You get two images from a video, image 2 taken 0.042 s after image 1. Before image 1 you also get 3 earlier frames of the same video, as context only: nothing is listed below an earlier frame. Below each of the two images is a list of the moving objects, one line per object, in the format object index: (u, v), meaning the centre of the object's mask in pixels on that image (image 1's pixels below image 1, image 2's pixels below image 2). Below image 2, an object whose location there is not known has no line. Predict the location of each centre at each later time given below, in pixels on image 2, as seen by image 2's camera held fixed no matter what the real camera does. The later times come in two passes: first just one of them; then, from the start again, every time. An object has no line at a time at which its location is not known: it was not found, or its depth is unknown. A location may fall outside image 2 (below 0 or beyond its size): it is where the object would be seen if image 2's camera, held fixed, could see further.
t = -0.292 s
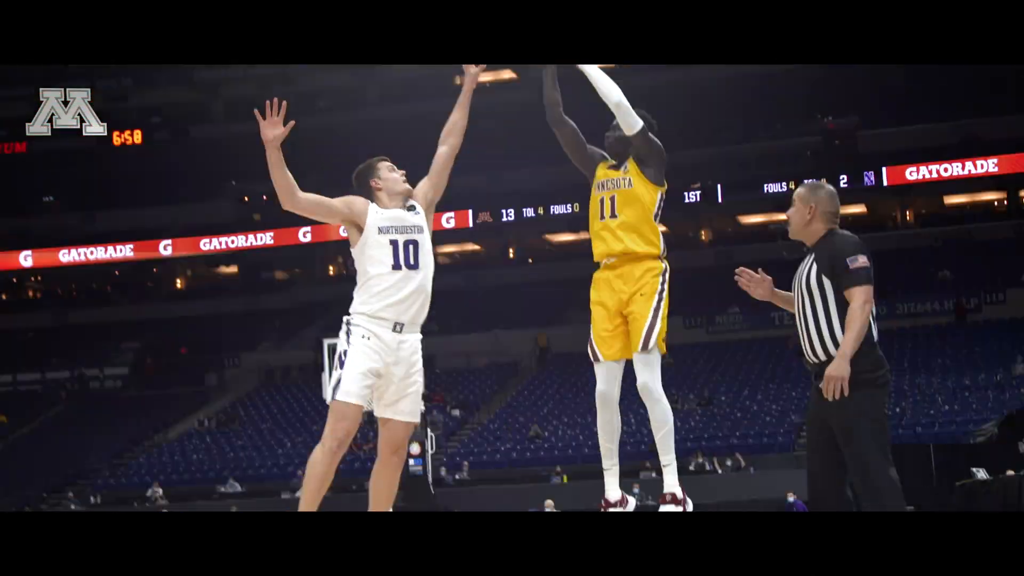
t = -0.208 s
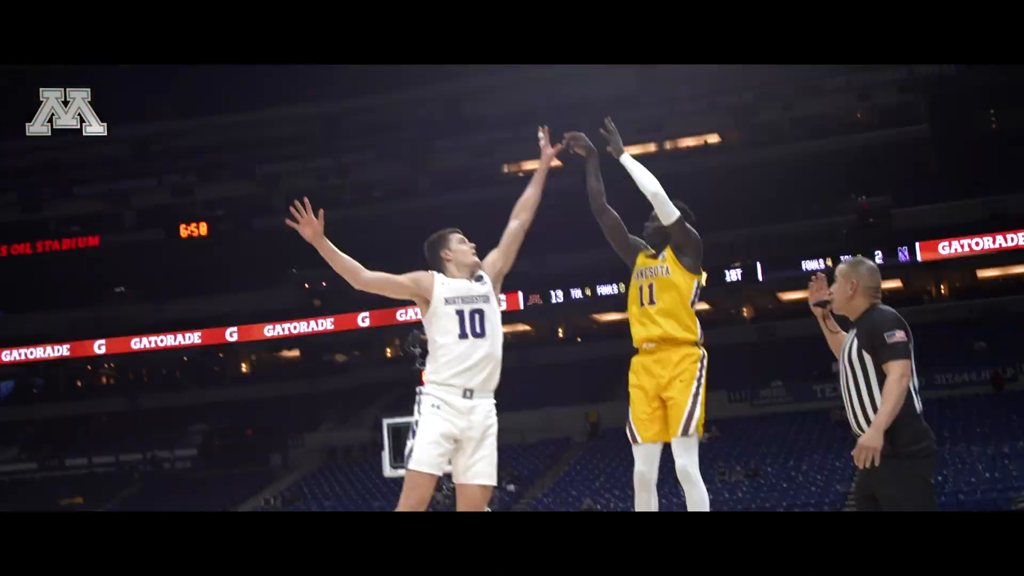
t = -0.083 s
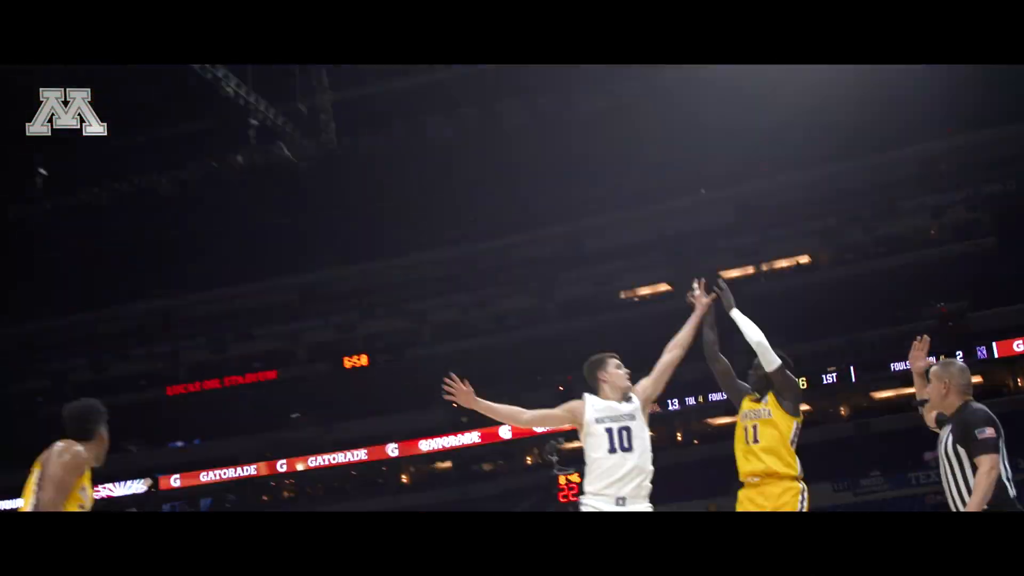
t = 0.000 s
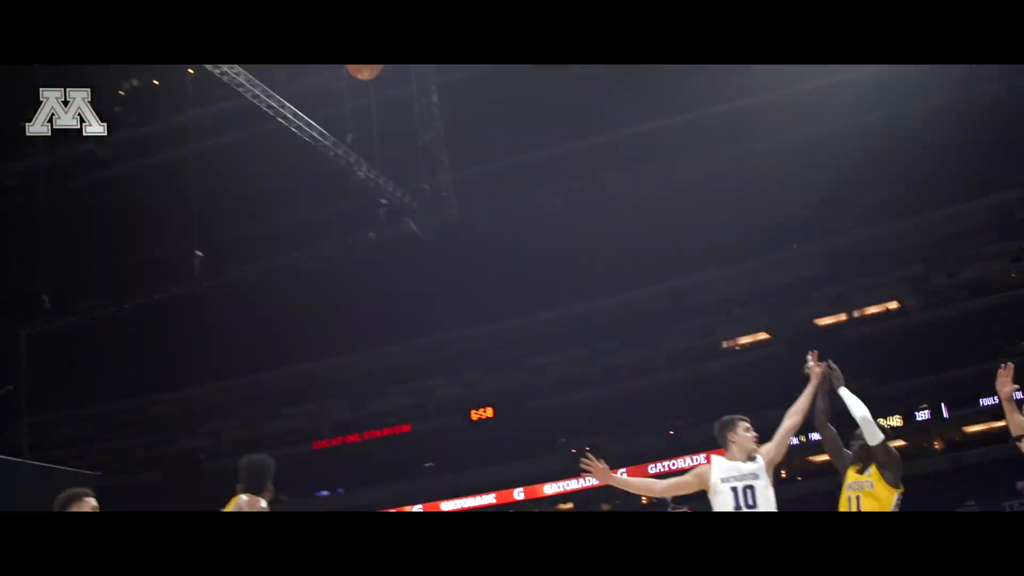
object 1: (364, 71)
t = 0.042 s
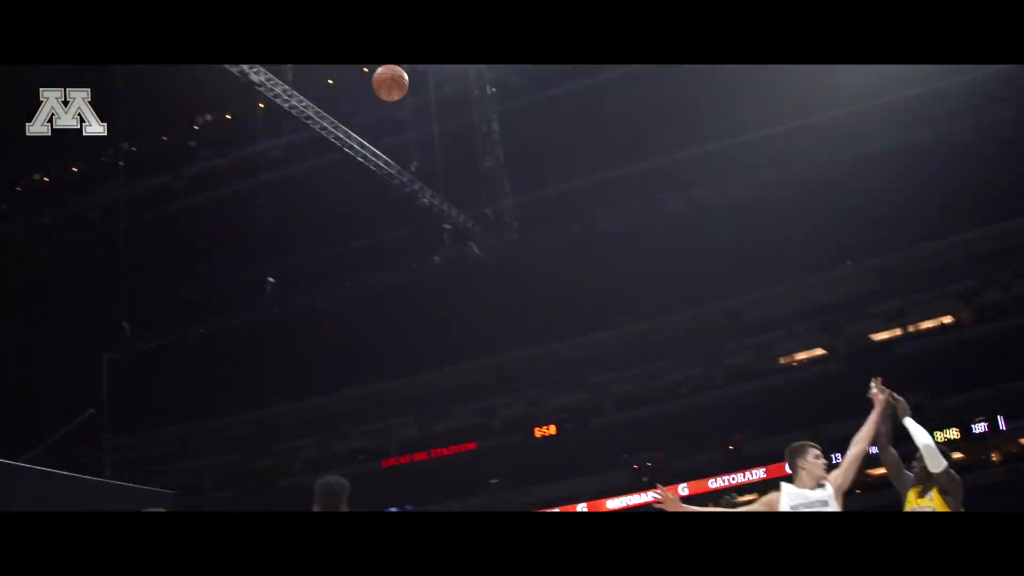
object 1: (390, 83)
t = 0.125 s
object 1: (314, 68)
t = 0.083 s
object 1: (352, 74)
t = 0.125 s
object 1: (314, 68)
